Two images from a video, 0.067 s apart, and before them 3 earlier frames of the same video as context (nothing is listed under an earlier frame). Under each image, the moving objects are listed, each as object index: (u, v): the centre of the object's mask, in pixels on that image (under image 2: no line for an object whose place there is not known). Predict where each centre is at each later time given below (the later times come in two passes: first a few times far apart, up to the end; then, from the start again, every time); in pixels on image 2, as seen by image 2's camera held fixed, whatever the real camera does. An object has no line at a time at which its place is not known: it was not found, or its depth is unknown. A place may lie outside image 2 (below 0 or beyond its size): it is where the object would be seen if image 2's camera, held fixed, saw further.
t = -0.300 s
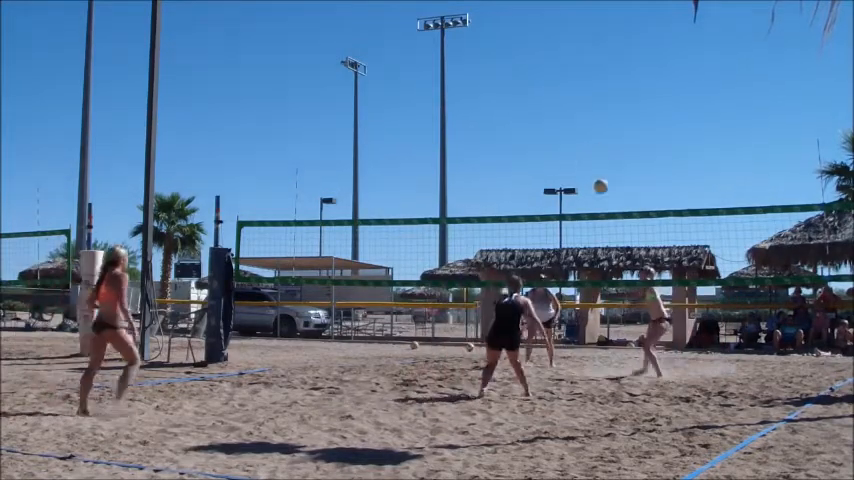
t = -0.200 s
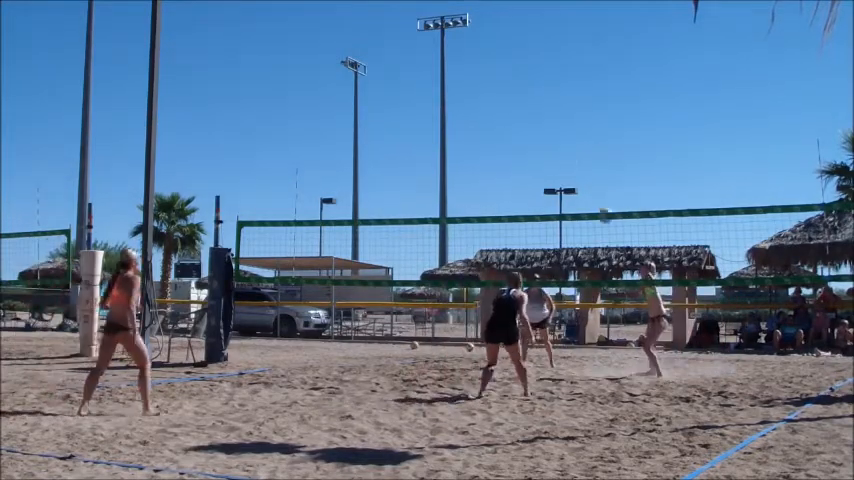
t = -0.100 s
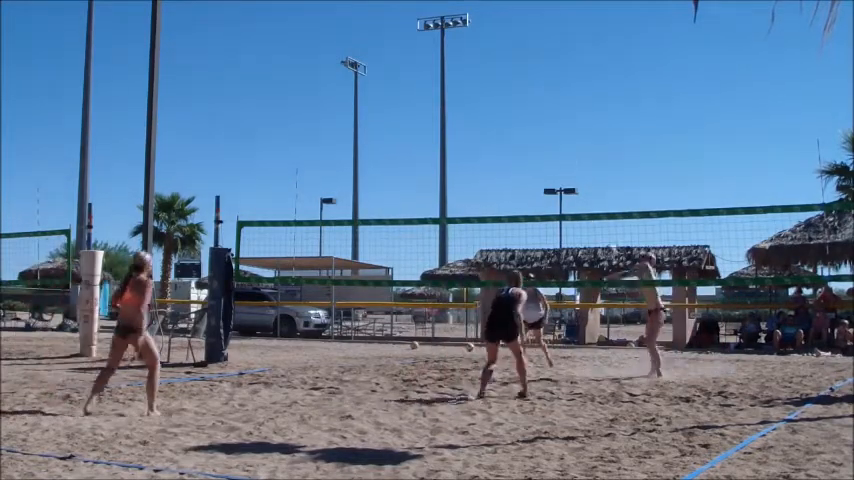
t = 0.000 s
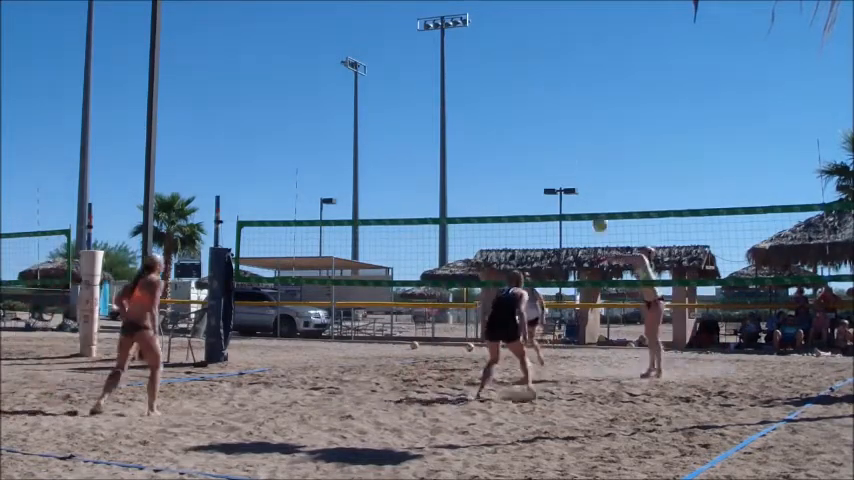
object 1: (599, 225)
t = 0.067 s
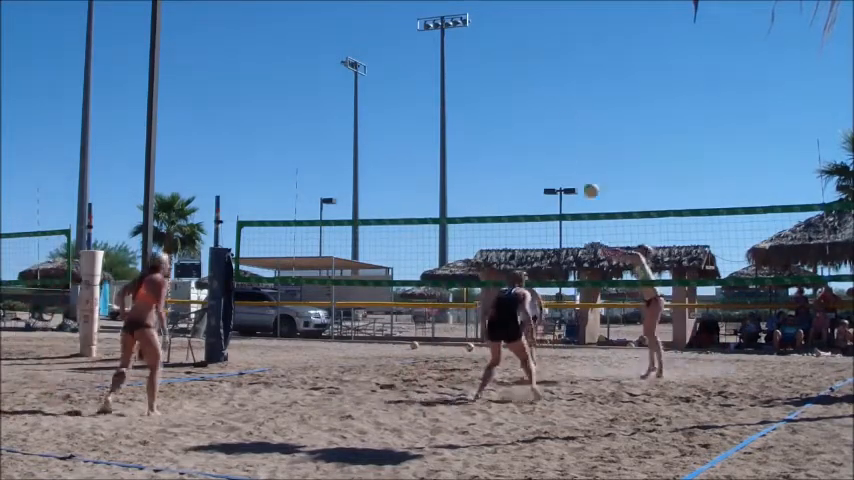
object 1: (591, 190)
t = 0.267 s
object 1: (565, 110)
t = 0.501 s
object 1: (537, 56)
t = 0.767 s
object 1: (507, 39)
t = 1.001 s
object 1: (482, 60)
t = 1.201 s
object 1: (461, 104)
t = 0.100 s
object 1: (586, 175)
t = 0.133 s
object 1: (582, 160)
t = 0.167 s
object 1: (578, 146)
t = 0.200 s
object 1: (573, 134)
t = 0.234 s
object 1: (569, 121)
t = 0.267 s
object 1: (565, 110)
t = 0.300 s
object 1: (561, 100)
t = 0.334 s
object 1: (557, 90)
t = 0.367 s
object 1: (553, 82)
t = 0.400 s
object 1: (549, 75)
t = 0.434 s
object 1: (545, 68)
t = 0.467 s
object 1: (541, 61)
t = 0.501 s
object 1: (537, 56)
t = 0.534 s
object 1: (533, 51)
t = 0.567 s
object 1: (529, 47)
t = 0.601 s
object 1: (525, 44)
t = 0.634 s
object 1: (522, 42)
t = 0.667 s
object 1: (518, 40)
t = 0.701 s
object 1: (514, 39)
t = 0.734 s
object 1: (510, 39)
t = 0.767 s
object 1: (507, 39)
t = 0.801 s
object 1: (503, 40)
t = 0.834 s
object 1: (499, 42)
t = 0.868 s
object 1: (496, 44)
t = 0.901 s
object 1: (492, 47)
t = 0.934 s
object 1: (488, 51)
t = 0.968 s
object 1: (485, 56)
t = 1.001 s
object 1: (482, 60)
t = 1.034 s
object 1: (478, 66)
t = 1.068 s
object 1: (475, 72)
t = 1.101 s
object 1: (472, 79)
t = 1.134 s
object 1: (468, 87)
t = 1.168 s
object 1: (465, 95)
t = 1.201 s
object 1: (461, 104)
